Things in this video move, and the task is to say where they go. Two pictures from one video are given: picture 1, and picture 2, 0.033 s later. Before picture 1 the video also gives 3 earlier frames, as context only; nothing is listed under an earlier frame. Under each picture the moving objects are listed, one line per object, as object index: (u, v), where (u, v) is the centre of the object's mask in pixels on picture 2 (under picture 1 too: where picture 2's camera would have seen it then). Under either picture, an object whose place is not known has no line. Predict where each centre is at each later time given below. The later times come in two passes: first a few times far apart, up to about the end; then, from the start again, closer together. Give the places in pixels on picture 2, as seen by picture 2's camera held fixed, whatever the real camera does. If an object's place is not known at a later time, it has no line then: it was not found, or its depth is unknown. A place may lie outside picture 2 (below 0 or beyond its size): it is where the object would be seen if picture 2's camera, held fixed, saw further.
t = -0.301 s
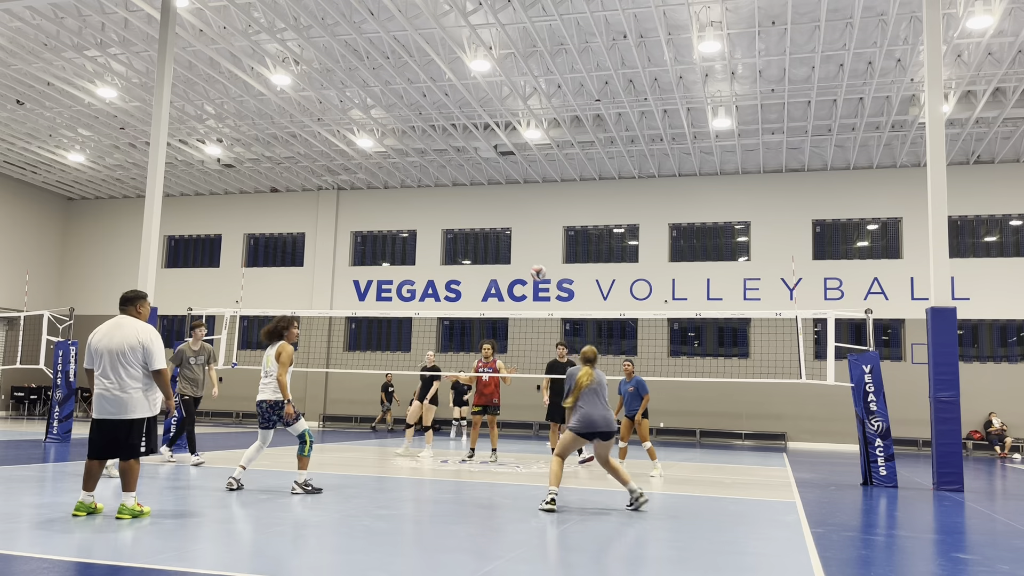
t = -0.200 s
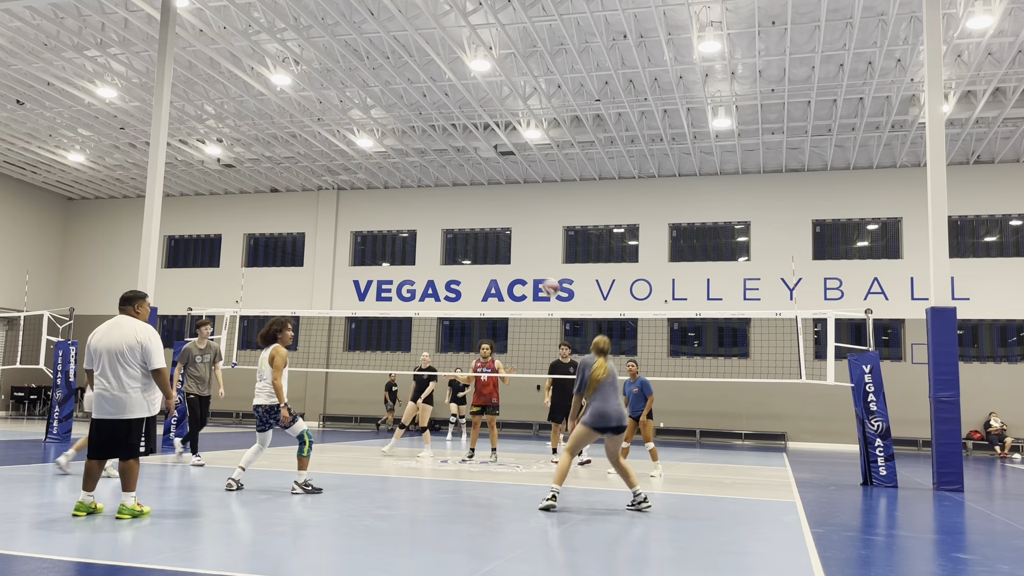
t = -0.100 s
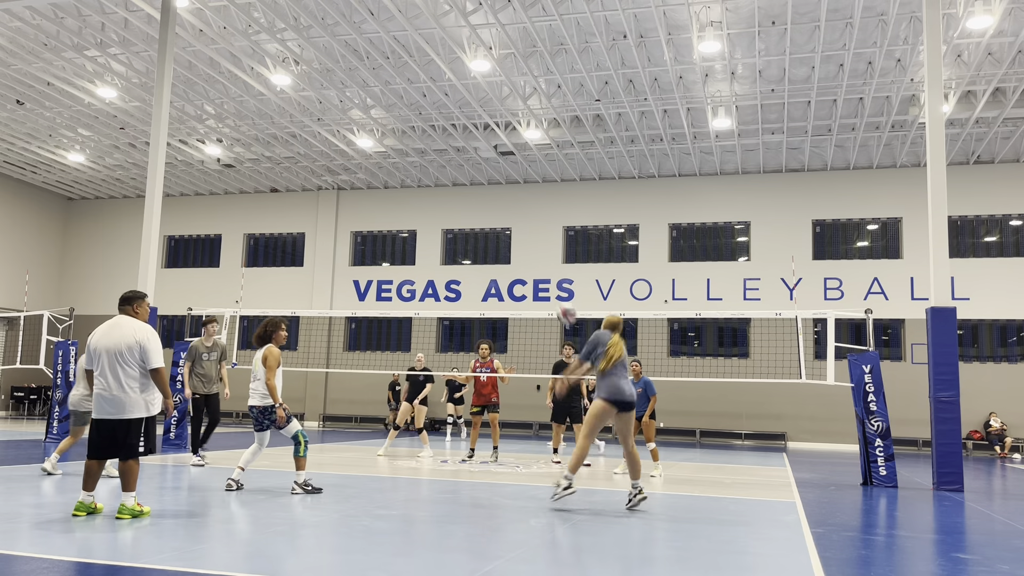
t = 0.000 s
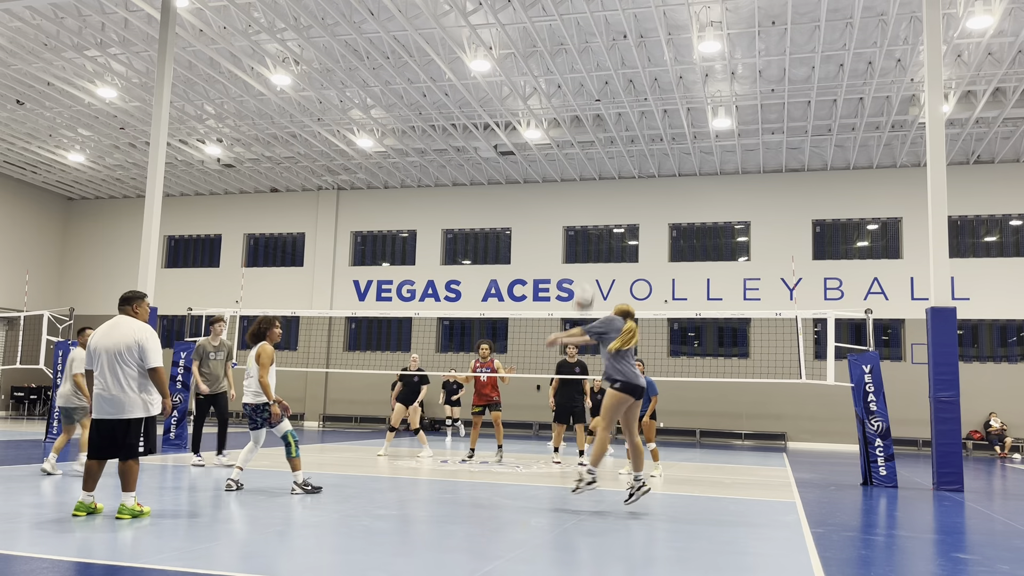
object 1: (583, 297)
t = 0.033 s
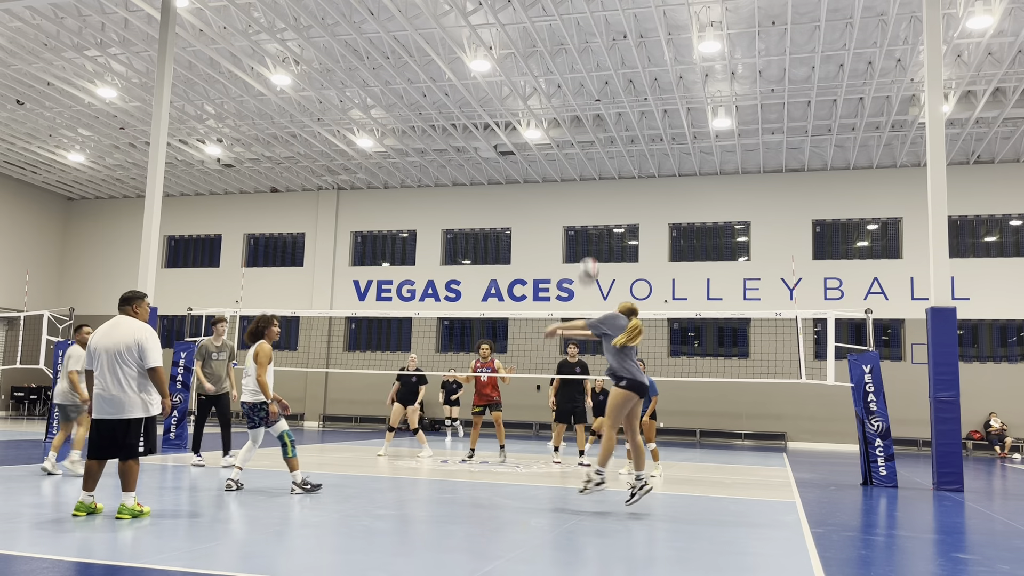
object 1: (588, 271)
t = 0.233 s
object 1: (613, 140)
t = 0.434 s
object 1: (634, 60)
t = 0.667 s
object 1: (655, 18)
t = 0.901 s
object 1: (673, 24)
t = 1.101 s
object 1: (687, 62)
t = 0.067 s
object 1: (593, 246)
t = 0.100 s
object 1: (596, 222)
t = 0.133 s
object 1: (601, 198)
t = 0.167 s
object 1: (605, 177)
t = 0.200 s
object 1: (609, 158)
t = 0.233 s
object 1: (613, 140)
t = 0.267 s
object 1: (617, 124)
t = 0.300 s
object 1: (620, 107)
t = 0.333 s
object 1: (623, 94)
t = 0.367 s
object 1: (628, 79)
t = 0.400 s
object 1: (631, 70)
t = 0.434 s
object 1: (634, 60)
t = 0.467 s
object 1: (637, 51)
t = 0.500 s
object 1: (640, 43)
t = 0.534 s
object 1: (643, 36)
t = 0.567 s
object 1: (646, 30)
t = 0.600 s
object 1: (649, 26)
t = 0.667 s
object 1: (655, 18)
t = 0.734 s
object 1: (660, 16)
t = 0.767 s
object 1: (663, 16)
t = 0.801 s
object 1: (665, 16)
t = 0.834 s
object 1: (668, 18)
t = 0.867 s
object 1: (670, 21)
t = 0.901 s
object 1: (673, 24)
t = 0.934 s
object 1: (675, 29)
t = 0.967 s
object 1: (678, 34)
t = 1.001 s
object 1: (680, 39)
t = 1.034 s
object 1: (682, 46)
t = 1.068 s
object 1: (685, 54)
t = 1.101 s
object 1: (687, 62)
